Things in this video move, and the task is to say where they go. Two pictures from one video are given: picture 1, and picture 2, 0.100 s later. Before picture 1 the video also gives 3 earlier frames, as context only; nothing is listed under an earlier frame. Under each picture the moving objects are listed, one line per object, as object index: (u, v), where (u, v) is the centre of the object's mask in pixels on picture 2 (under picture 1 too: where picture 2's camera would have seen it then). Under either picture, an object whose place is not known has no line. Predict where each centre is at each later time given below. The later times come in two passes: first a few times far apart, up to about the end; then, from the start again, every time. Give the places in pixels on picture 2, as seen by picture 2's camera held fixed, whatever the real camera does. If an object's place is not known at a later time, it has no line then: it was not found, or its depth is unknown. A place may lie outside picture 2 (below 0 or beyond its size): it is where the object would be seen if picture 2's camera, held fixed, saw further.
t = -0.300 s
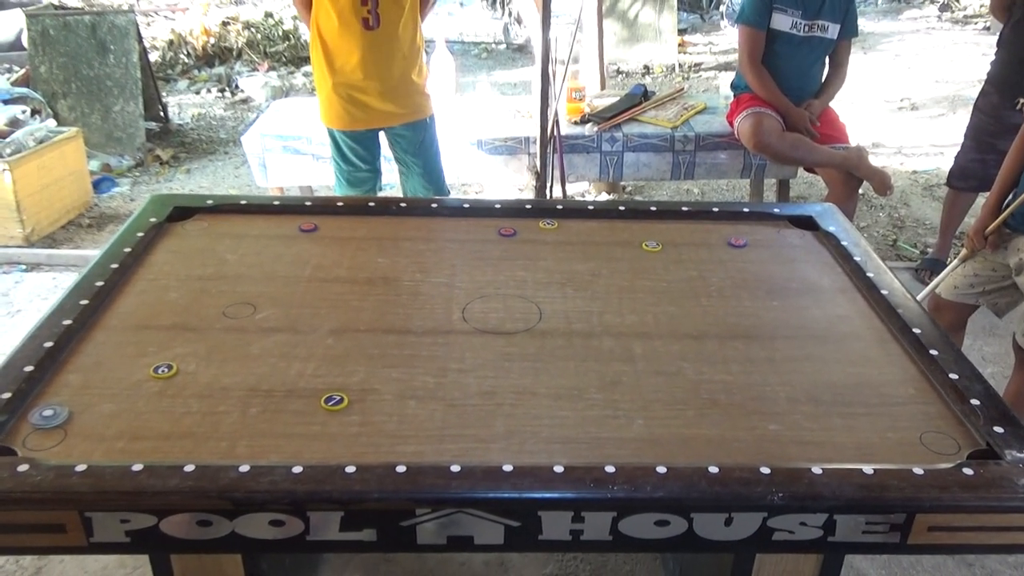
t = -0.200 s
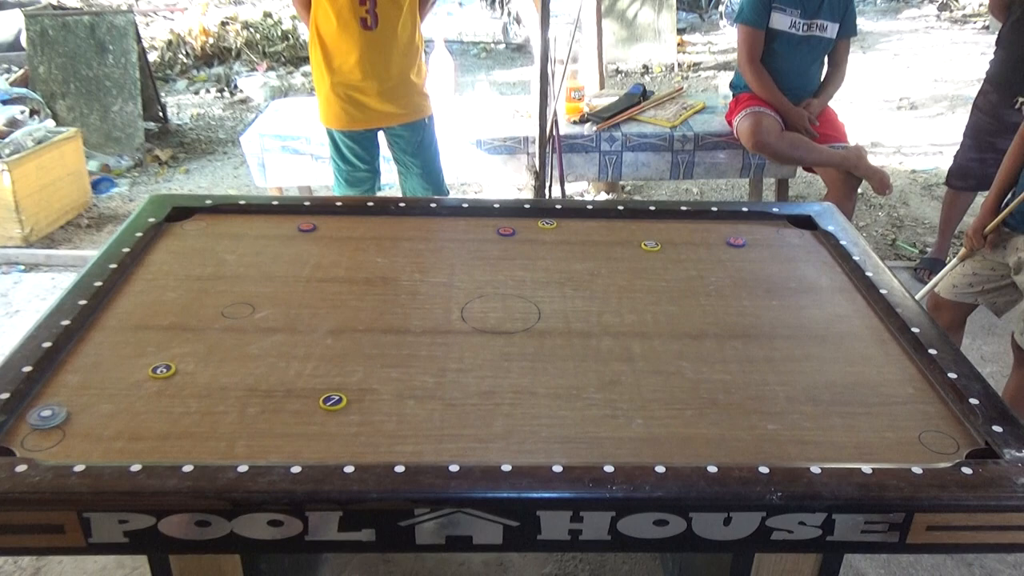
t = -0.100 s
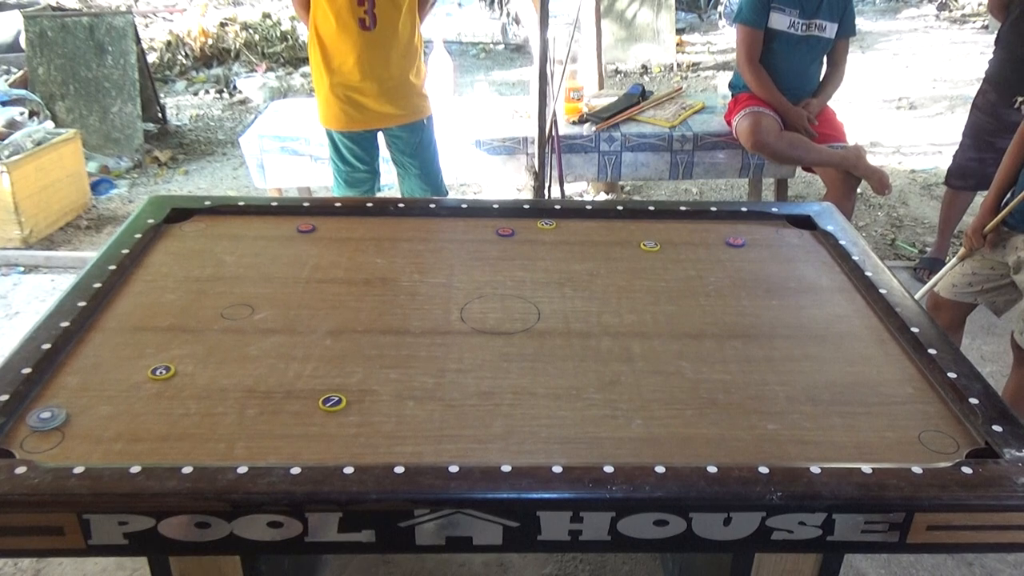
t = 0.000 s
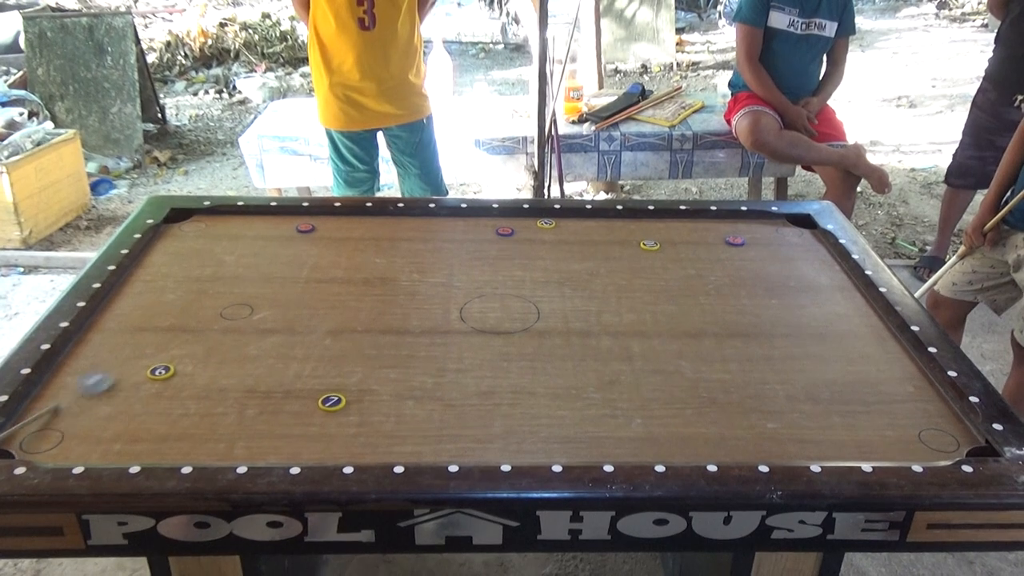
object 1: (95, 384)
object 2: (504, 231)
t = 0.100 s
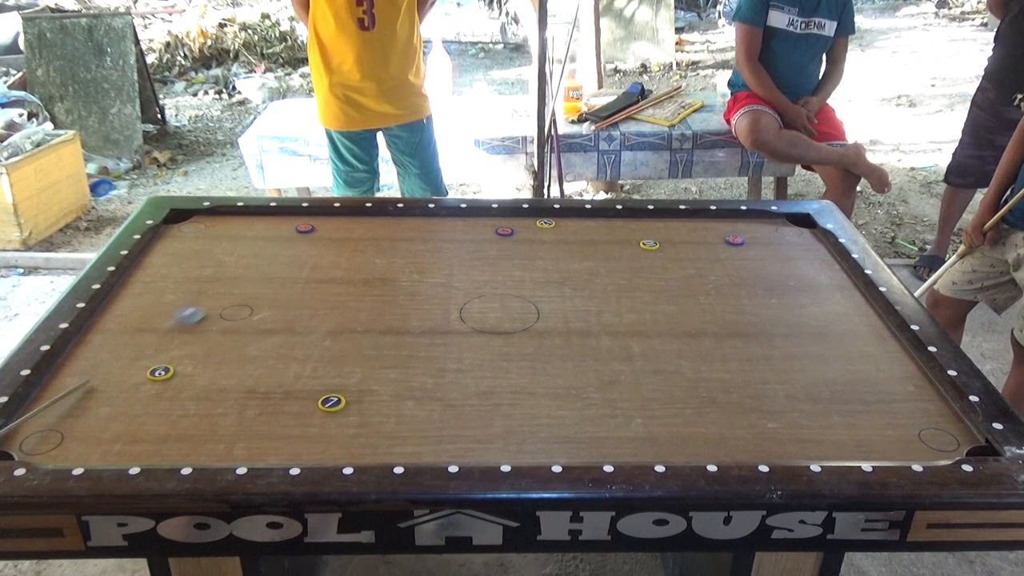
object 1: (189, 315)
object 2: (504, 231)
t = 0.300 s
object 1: (304, 230)
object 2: (504, 231)
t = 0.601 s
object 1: (293, 221)
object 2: (627, 271)
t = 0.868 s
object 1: (286, 224)
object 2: (865, 349)
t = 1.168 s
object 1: (285, 224)
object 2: (804, 421)
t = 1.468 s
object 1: (285, 224)
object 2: (672, 432)
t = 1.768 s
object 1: (285, 224)
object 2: (573, 392)
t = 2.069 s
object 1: (285, 224)
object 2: (504, 366)
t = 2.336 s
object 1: (285, 224)
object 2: (464, 350)
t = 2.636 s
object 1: (285, 224)
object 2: (432, 341)
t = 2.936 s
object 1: (285, 224)
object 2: (417, 338)
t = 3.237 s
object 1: (285, 224)
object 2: (417, 338)
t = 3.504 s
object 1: (285, 224)
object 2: (417, 338)
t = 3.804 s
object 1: (285, 224)
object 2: (417, 338)
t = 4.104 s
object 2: (416, 338)
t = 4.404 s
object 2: (417, 338)
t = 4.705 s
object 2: (417, 338)
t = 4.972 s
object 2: (417, 338)
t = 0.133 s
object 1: (216, 296)
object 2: (504, 231)
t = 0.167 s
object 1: (239, 278)
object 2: (504, 231)
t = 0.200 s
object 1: (262, 262)
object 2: (504, 231)
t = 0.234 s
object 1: (282, 247)
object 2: (504, 231)
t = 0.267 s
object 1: (299, 235)
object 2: (504, 231)
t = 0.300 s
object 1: (304, 230)
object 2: (504, 231)
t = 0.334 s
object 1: (303, 228)
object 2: (504, 231)
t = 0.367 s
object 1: (302, 227)
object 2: (504, 231)
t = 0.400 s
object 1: (301, 225)
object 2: (504, 231)
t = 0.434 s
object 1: (301, 223)
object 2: (504, 231)
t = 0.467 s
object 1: (300, 222)
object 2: (525, 238)
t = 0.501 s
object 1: (299, 220)
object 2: (551, 246)
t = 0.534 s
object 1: (298, 220)
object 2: (575, 255)
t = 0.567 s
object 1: (295, 221)
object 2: (601, 263)
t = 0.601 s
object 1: (293, 221)
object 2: (627, 271)
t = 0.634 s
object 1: (292, 222)
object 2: (655, 280)
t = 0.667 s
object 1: (290, 223)
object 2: (682, 289)
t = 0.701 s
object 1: (289, 223)
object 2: (711, 299)
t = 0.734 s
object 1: (288, 223)
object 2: (740, 308)
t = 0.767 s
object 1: (287, 223)
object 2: (769, 318)
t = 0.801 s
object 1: (287, 224)
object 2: (799, 328)
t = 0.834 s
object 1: (286, 224)
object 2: (832, 338)
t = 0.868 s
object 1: (286, 224)
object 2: (865, 349)
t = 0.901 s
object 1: (286, 224)
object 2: (897, 360)
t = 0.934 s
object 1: (285, 224)
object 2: (902, 368)
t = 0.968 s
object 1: (285, 224)
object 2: (888, 376)
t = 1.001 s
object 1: (285, 224)
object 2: (875, 384)
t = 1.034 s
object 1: (285, 224)
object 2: (861, 391)
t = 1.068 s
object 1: (285, 224)
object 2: (846, 399)
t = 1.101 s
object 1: (285, 224)
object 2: (832, 406)
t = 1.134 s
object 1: (285, 224)
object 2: (818, 413)
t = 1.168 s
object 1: (285, 224)
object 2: (804, 421)
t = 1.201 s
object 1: (285, 224)
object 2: (789, 429)
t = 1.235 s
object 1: (285, 224)
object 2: (774, 437)
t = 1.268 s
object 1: (285, 224)
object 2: (759, 444)
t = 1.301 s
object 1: (286, 224)
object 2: (744, 452)
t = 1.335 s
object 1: (285, 224)
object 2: (728, 453)
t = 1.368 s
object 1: (285, 224)
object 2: (714, 448)
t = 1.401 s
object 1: (285, 224)
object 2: (700, 442)
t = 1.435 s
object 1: (285, 224)
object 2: (686, 437)
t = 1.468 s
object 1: (285, 224)
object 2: (672, 432)
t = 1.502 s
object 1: (285, 224)
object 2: (659, 427)
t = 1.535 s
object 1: (285, 224)
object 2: (647, 421)
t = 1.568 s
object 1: (285, 224)
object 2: (635, 417)
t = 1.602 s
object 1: (285, 224)
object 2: (624, 412)
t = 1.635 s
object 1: (285, 224)
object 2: (612, 408)
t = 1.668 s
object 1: (285, 224)
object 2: (602, 404)
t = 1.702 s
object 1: (285, 224)
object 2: (592, 400)
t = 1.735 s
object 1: (285, 224)
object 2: (582, 396)
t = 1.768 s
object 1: (285, 224)
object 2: (573, 392)
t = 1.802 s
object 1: (285, 224)
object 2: (564, 389)
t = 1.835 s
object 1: (285, 224)
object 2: (556, 385)
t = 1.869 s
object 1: (285, 224)
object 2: (547, 382)
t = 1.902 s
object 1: (285, 224)
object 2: (540, 379)
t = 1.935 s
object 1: (285, 224)
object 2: (532, 376)
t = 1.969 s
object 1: (285, 224)
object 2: (525, 374)
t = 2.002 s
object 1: (285, 224)
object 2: (517, 371)
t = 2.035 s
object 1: (285, 224)
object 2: (511, 368)
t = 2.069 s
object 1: (285, 224)
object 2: (504, 366)
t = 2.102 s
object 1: (285, 224)
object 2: (498, 364)
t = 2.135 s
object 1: (285, 224)
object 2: (492, 361)
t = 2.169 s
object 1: (285, 224)
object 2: (487, 359)
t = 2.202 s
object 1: (285, 224)
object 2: (481, 357)
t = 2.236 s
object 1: (284, 224)
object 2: (476, 355)
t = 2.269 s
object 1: (285, 224)
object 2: (472, 353)
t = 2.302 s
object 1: (285, 224)
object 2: (468, 352)
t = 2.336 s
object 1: (285, 224)
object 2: (464, 350)
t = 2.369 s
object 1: (285, 224)
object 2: (460, 349)
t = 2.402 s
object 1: (285, 224)
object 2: (456, 347)
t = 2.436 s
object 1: (285, 224)
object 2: (452, 346)
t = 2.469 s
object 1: (285, 224)
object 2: (448, 345)
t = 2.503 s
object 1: (285, 224)
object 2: (445, 344)
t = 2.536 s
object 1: (285, 224)
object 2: (441, 343)
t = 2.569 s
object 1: (285, 224)
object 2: (438, 342)
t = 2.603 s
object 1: (285, 224)
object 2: (435, 341)
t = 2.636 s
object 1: (285, 224)
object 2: (432, 341)
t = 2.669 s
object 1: (285, 224)
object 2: (429, 340)
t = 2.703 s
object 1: (285, 224)
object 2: (427, 339)
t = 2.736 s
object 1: (285, 224)
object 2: (425, 339)
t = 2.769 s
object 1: (285, 224)
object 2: (423, 338)
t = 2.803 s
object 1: (285, 224)
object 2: (422, 338)
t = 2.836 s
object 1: (285, 224)
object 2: (420, 338)
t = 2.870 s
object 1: (285, 224)
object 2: (419, 338)
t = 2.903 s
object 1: (285, 224)
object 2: (418, 338)
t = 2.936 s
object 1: (285, 224)
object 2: (417, 338)
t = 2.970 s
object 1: (285, 224)
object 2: (417, 338)
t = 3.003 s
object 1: (285, 224)
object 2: (417, 338)
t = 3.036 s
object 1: (285, 224)
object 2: (417, 338)
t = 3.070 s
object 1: (285, 224)
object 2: (417, 338)
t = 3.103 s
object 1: (285, 224)
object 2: (417, 338)
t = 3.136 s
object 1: (285, 224)
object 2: (417, 338)
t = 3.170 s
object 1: (285, 224)
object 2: (417, 338)
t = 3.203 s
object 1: (285, 224)
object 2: (417, 338)
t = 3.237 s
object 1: (285, 224)
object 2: (417, 338)
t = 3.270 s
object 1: (285, 224)
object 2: (416, 338)
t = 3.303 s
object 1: (285, 224)
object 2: (416, 338)
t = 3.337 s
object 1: (285, 224)
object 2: (416, 338)
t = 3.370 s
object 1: (285, 224)
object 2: (416, 338)
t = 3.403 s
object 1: (285, 224)
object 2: (416, 338)
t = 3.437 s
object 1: (285, 224)
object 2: (417, 338)
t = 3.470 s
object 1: (285, 224)
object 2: (417, 338)
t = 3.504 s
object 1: (285, 224)
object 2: (417, 338)
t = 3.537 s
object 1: (285, 224)
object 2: (416, 338)
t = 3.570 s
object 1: (285, 224)
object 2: (416, 338)
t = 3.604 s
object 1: (285, 224)
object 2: (417, 338)
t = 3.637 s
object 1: (284, 224)
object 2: (417, 338)
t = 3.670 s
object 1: (285, 224)
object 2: (416, 338)
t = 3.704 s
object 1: (285, 224)
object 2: (417, 338)
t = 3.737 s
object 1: (285, 224)
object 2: (416, 338)
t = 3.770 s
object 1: (285, 224)
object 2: (417, 338)
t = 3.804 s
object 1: (285, 224)
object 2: (417, 338)
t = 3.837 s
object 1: (285, 224)
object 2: (417, 338)
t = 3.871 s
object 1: (284, 224)
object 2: (416, 338)
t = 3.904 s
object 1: (285, 224)
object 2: (416, 338)
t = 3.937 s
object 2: (417, 338)
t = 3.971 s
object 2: (417, 338)
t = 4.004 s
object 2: (416, 338)
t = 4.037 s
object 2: (416, 338)
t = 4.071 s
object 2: (416, 338)
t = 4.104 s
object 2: (416, 338)
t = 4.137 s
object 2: (416, 338)
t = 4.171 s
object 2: (416, 338)
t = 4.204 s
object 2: (416, 338)
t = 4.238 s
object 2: (416, 338)
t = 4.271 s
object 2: (416, 338)
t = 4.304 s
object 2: (416, 338)
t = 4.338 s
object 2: (417, 338)
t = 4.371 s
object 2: (416, 338)
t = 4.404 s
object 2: (417, 338)
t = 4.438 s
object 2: (416, 338)
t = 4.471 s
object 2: (417, 338)
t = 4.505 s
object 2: (417, 338)
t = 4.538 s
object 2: (417, 338)
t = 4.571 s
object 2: (417, 339)
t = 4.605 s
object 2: (417, 338)
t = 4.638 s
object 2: (417, 338)
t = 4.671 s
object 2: (417, 338)
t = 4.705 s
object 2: (417, 338)
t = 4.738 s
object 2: (416, 338)
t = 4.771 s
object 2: (416, 338)
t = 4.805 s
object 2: (417, 338)
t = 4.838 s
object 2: (417, 338)
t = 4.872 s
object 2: (416, 338)
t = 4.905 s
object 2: (416, 338)
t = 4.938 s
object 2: (416, 338)
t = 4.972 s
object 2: (417, 338)
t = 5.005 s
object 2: (417, 338)
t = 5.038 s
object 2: (417, 338)
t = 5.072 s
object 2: (417, 338)
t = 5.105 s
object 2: (417, 338)
